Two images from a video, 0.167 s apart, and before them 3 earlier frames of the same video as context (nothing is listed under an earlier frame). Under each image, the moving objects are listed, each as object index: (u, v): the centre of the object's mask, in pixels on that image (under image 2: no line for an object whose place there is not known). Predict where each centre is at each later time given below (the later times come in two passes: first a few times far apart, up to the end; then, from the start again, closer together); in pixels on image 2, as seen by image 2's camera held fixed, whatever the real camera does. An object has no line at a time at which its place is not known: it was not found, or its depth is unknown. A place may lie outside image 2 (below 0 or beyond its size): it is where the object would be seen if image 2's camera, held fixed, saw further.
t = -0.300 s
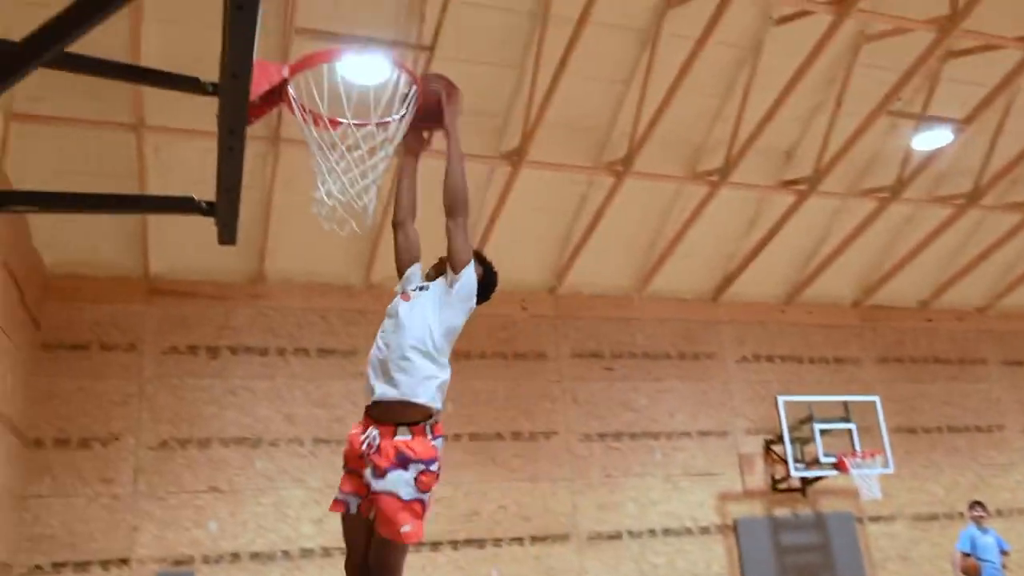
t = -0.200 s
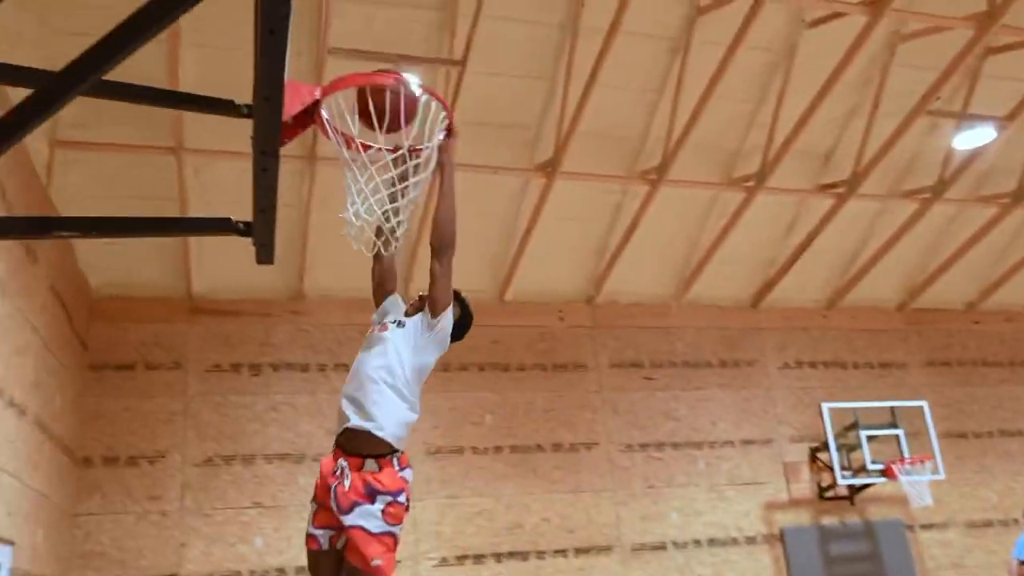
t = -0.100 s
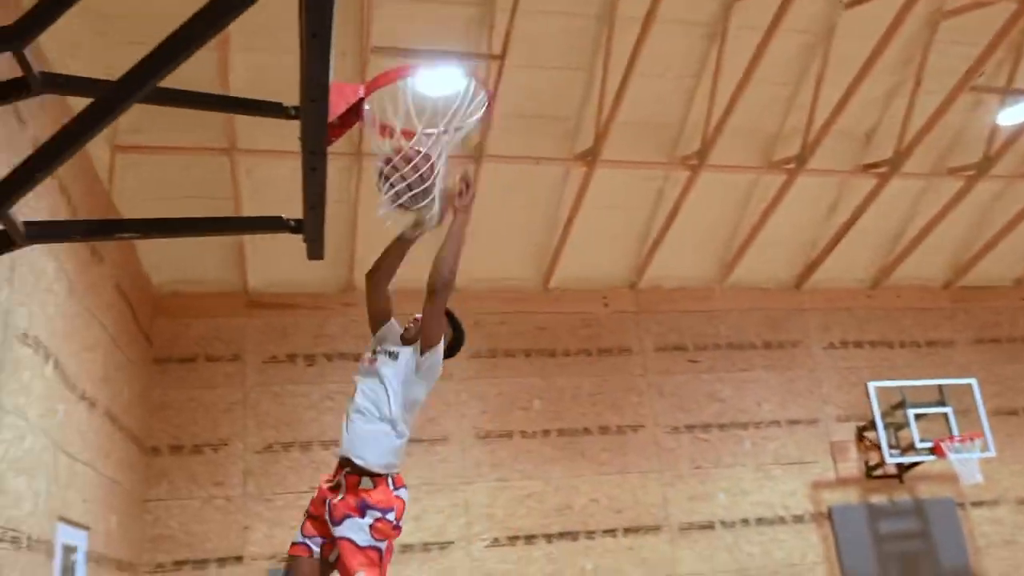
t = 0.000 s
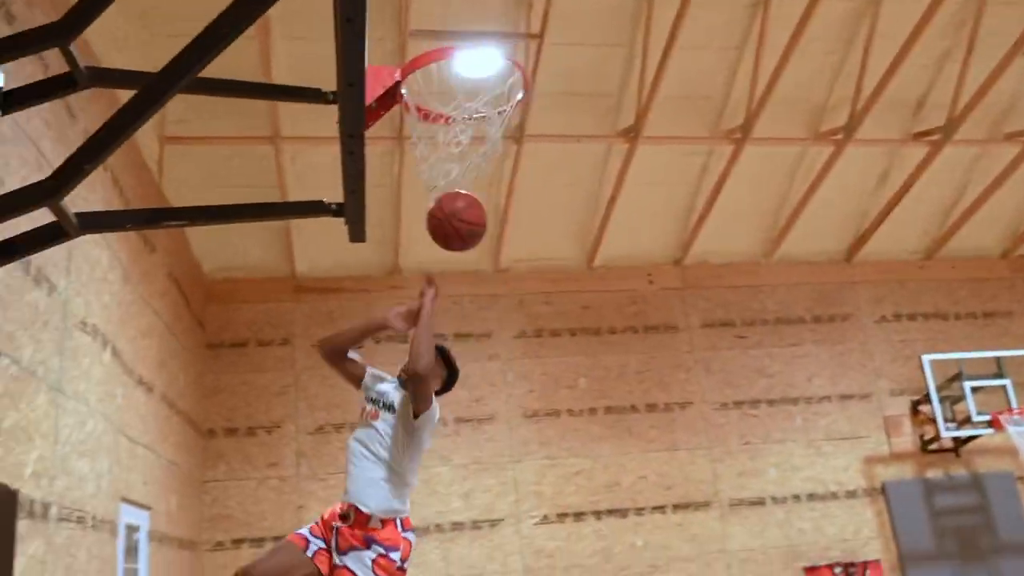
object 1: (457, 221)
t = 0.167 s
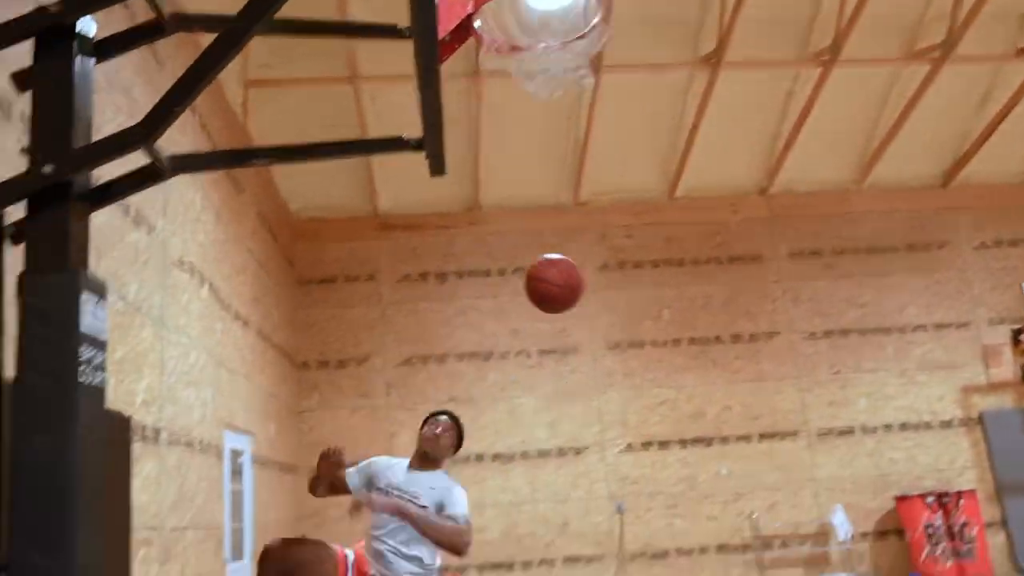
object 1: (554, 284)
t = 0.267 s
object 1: (568, 387)
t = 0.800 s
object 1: (600, 526)
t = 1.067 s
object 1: (600, 443)
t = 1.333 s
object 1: (613, 510)
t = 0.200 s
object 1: (559, 316)
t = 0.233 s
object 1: (563, 350)
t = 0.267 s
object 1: (568, 387)
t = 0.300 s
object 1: (573, 426)
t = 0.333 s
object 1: (578, 468)
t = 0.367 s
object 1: (584, 513)
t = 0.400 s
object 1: (589, 559)
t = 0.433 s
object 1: (595, 616)
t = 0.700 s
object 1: (605, 603)
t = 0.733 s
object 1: (602, 575)
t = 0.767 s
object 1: (601, 549)
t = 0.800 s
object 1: (600, 526)
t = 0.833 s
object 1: (599, 507)
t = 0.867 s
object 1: (599, 490)
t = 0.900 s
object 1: (598, 477)
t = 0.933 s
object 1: (598, 466)
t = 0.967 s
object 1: (598, 456)
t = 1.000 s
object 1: (599, 449)
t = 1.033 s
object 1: (599, 445)
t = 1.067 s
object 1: (600, 443)
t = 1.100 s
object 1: (600, 443)
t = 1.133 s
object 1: (602, 446)
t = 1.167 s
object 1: (603, 452)
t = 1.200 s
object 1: (605, 460)
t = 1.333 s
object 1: (613, 510)
